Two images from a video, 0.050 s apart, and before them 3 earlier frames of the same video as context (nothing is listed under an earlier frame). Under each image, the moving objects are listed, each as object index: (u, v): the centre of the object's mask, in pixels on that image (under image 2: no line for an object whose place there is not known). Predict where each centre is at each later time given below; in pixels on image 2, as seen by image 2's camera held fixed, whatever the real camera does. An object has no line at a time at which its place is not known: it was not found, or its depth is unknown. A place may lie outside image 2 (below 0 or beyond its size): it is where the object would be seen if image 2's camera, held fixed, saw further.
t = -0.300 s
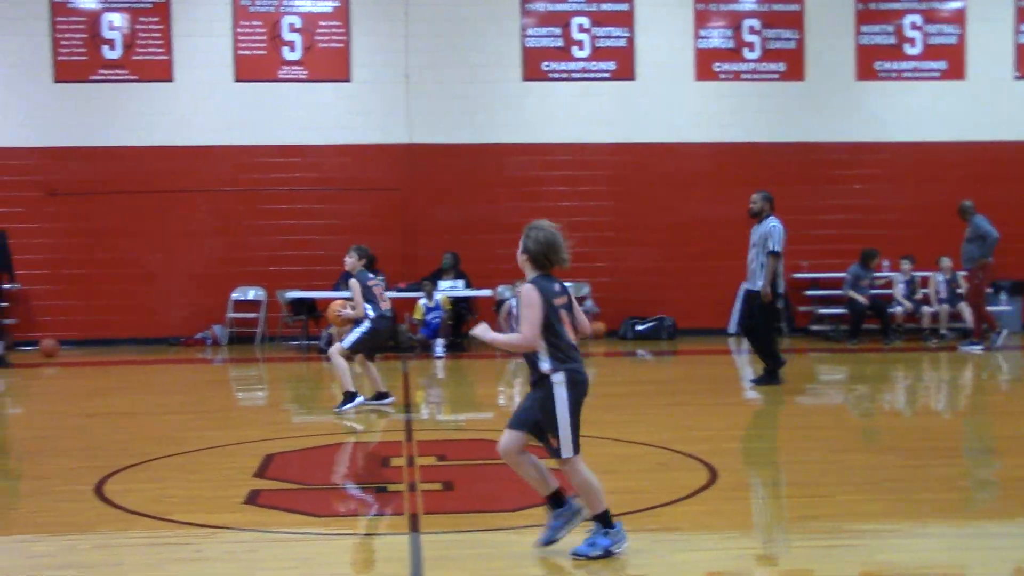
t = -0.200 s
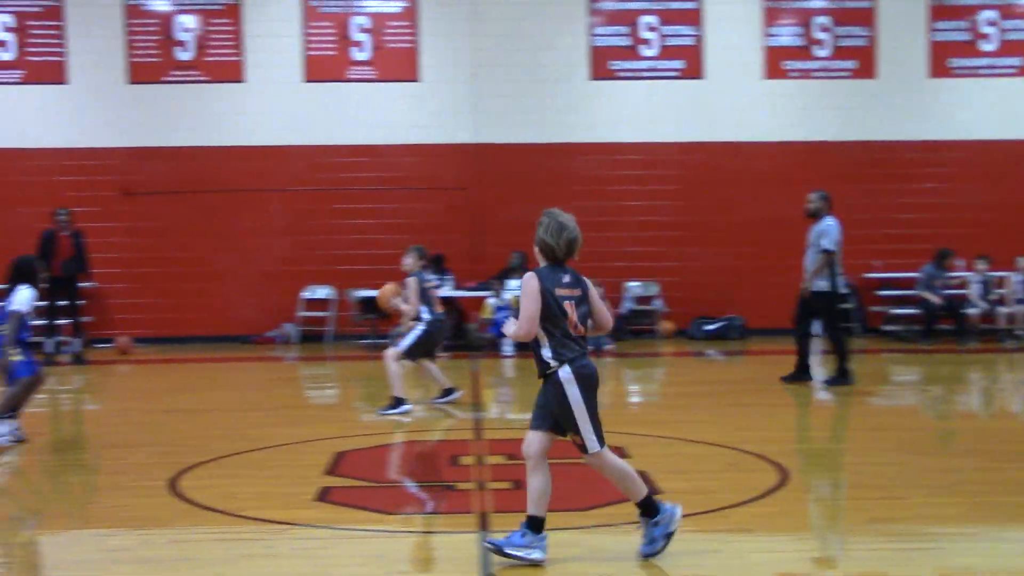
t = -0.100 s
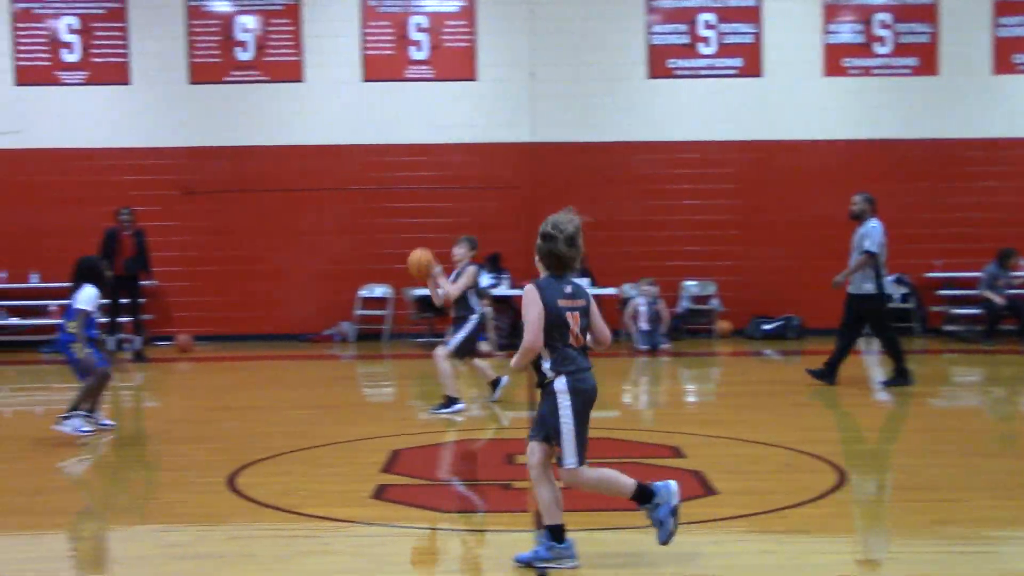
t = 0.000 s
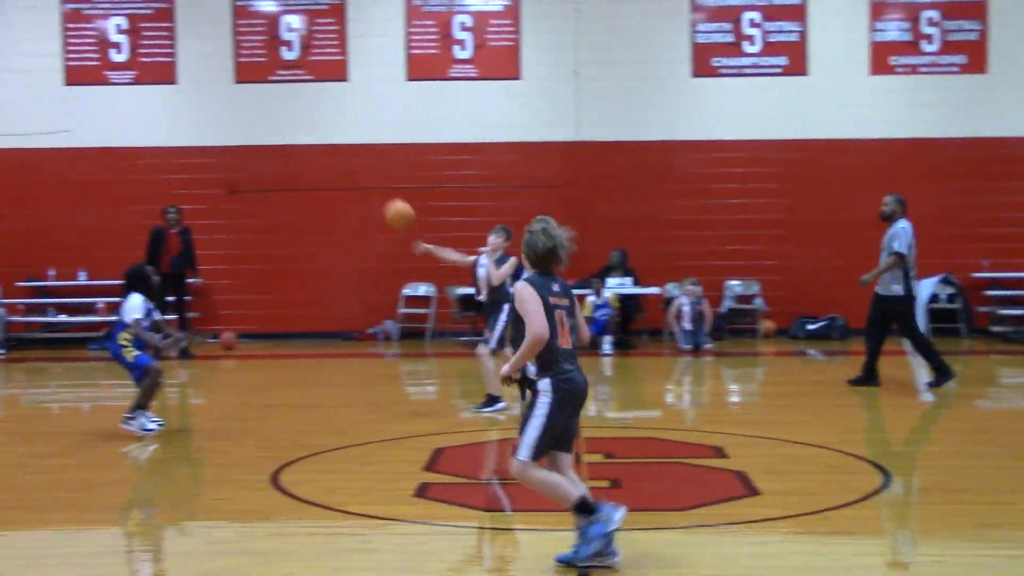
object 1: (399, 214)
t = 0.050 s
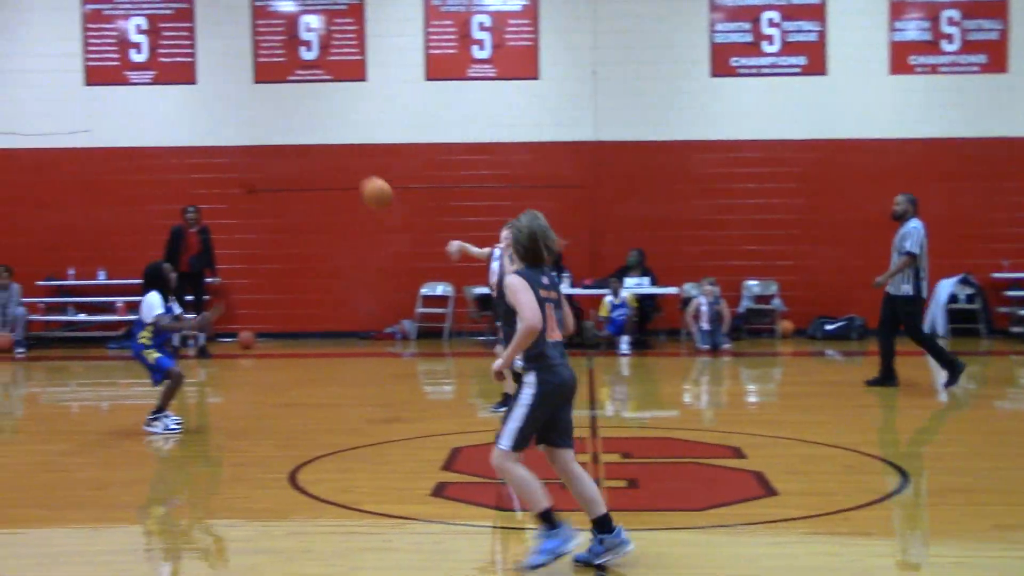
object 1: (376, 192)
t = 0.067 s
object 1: (361, 185)
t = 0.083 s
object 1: (347, 179)
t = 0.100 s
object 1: (335, 174)
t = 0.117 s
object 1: (321, 168)
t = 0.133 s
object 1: (306, 162)
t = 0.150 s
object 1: (293, 158)
